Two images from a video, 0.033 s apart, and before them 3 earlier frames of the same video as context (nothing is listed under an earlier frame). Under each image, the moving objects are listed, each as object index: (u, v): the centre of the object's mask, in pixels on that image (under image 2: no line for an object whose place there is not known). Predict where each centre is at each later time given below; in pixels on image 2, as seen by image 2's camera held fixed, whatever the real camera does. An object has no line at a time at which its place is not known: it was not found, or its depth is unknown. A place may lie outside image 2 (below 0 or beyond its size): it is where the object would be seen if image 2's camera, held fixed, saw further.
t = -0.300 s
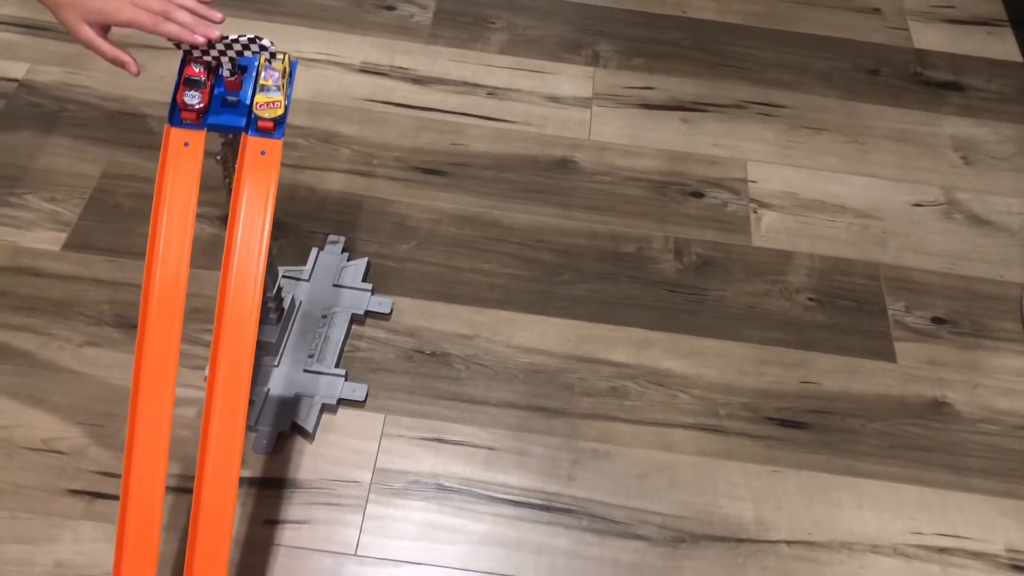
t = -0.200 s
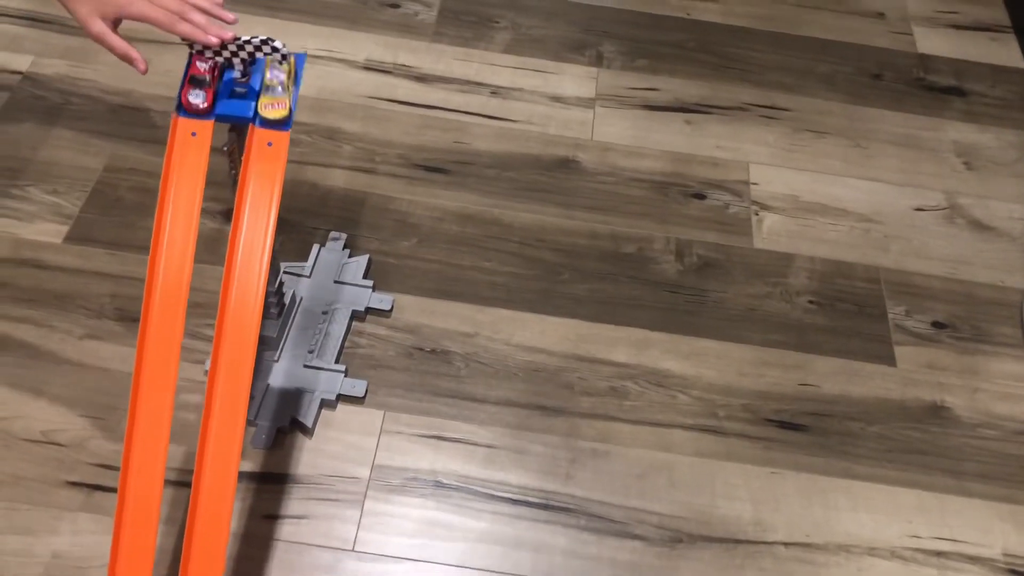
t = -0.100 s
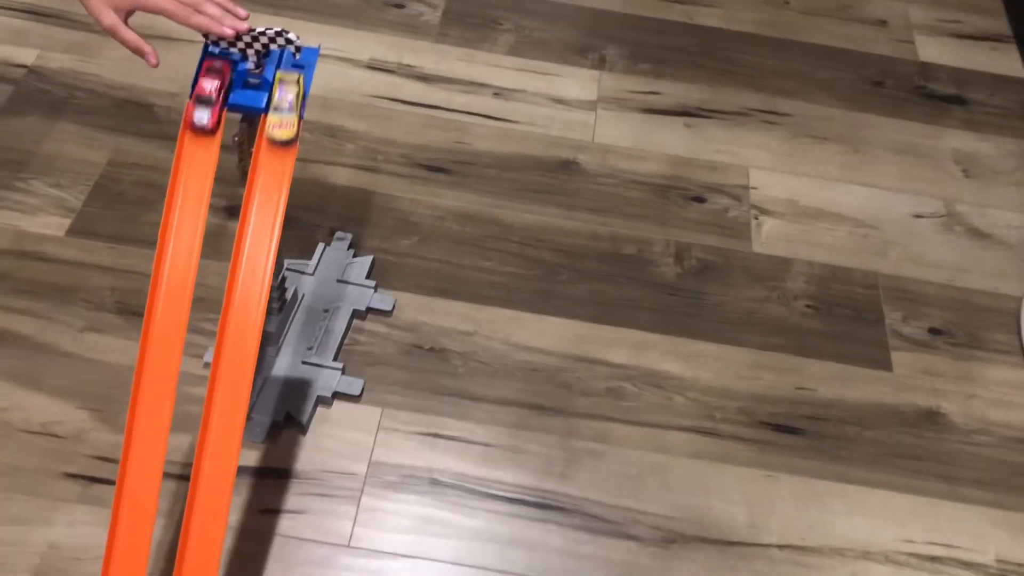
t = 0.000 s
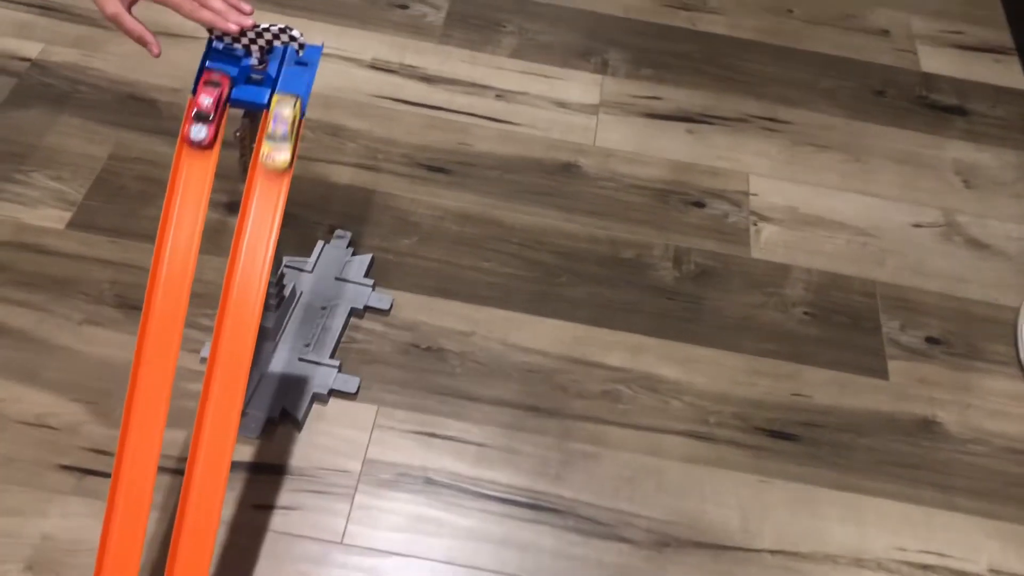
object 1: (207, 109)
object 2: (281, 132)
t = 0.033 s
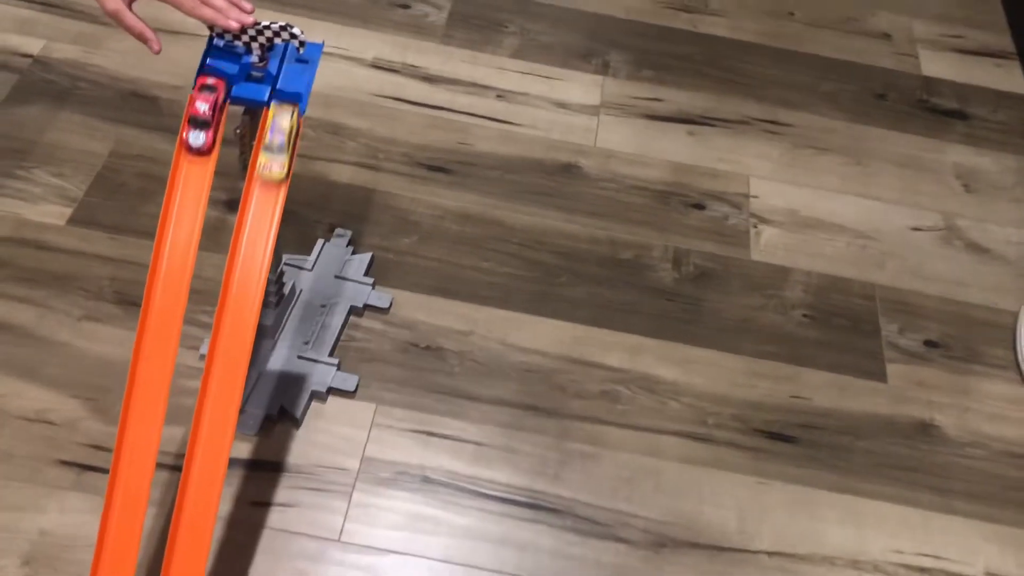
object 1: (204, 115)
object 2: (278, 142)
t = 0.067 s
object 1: (199, 127)
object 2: (273, 163)
